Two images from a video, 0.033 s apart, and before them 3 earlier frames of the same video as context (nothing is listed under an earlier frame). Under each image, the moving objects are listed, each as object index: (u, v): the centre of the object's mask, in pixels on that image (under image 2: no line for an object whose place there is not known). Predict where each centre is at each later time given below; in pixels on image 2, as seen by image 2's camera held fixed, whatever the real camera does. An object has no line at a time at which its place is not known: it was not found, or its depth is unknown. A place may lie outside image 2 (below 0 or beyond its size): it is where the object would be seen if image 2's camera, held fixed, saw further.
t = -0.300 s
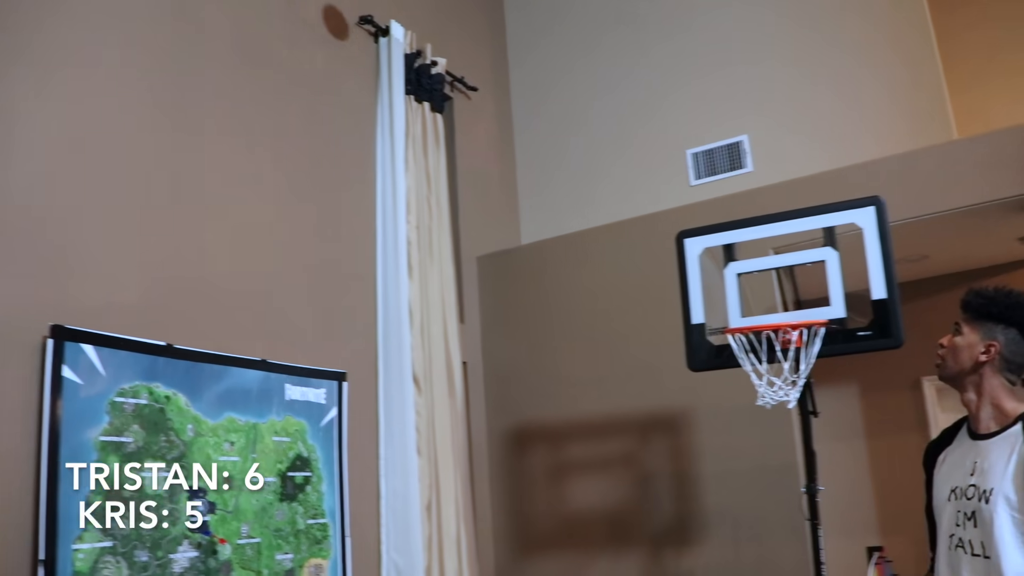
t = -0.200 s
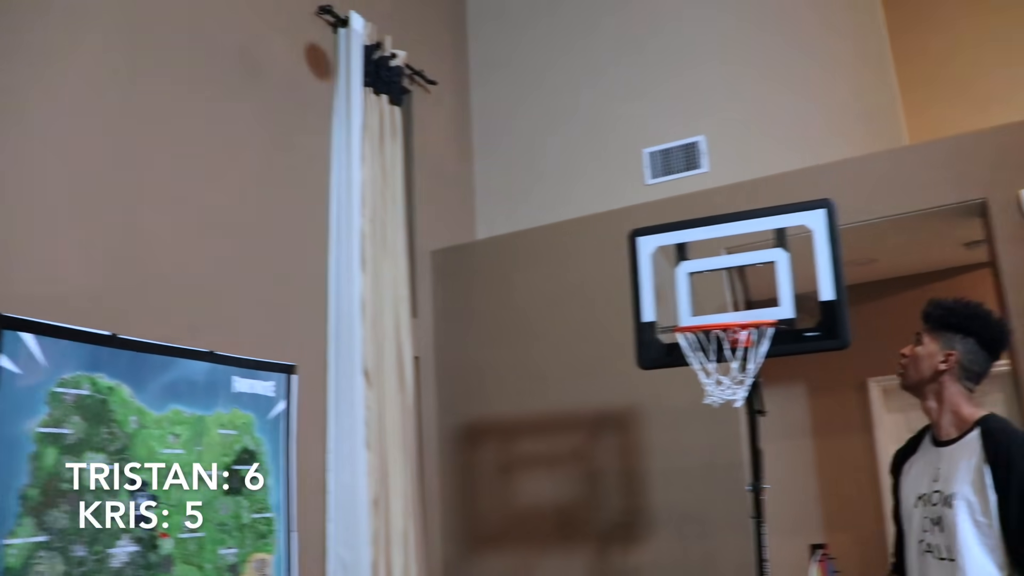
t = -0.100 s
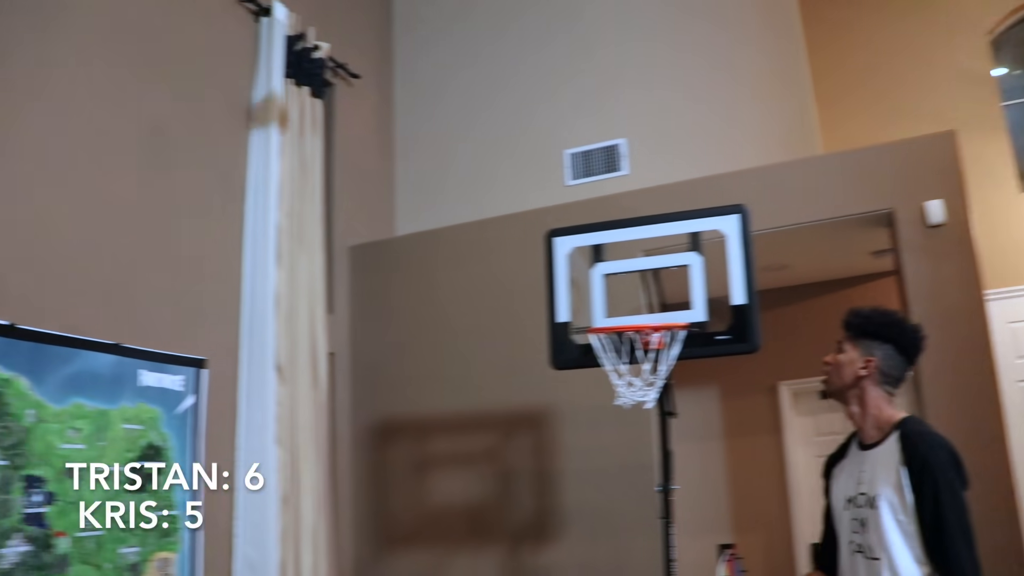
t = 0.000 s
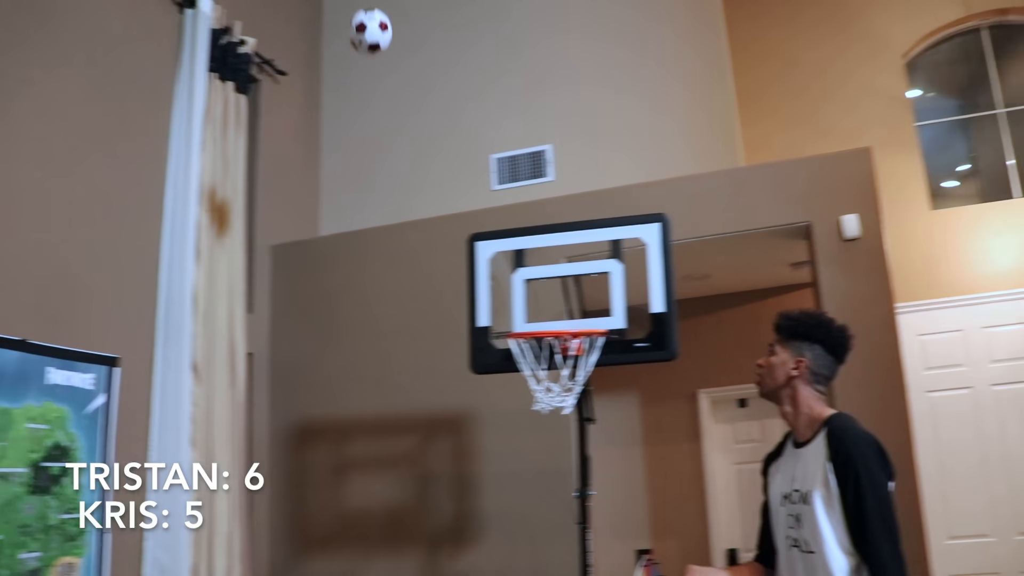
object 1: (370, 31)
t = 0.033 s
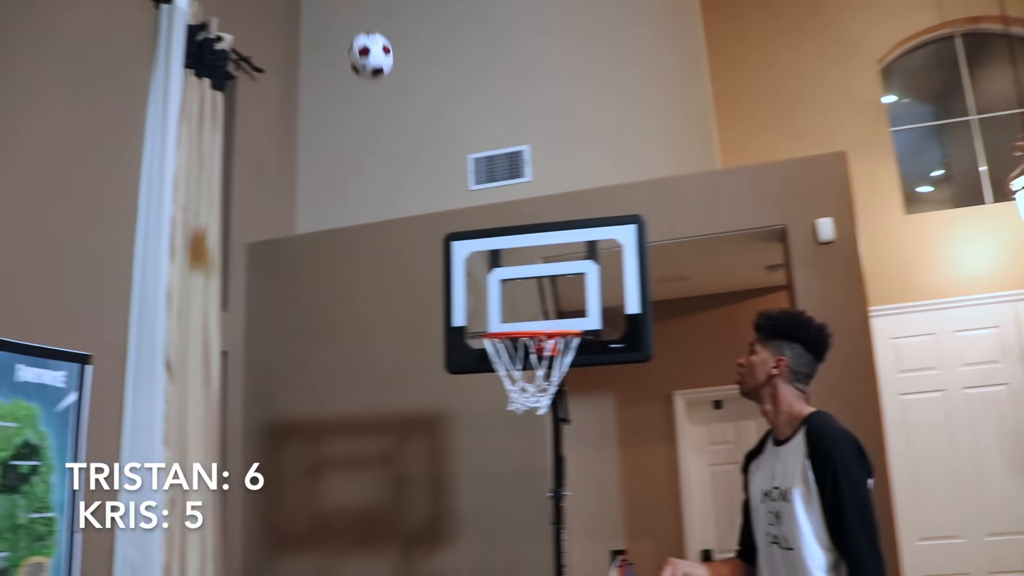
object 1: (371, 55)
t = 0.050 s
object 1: (382, 69)
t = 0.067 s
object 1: (394, 85)
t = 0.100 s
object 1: (419, 117)
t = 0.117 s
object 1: (431, 136)
